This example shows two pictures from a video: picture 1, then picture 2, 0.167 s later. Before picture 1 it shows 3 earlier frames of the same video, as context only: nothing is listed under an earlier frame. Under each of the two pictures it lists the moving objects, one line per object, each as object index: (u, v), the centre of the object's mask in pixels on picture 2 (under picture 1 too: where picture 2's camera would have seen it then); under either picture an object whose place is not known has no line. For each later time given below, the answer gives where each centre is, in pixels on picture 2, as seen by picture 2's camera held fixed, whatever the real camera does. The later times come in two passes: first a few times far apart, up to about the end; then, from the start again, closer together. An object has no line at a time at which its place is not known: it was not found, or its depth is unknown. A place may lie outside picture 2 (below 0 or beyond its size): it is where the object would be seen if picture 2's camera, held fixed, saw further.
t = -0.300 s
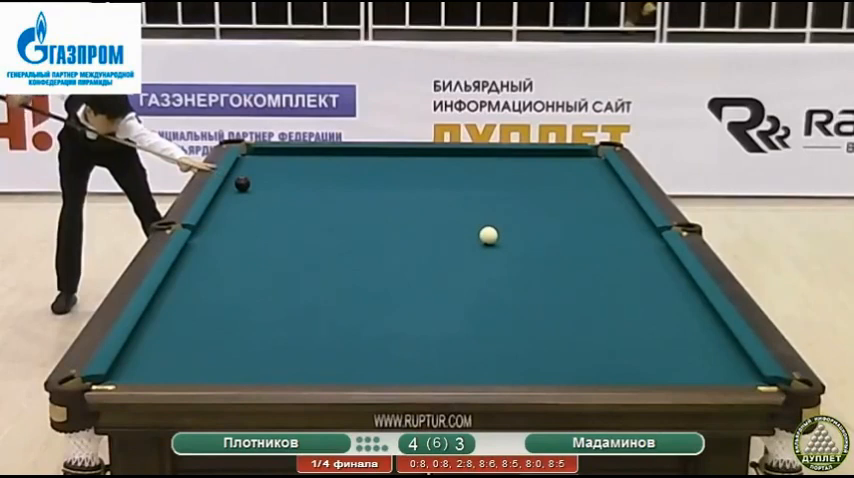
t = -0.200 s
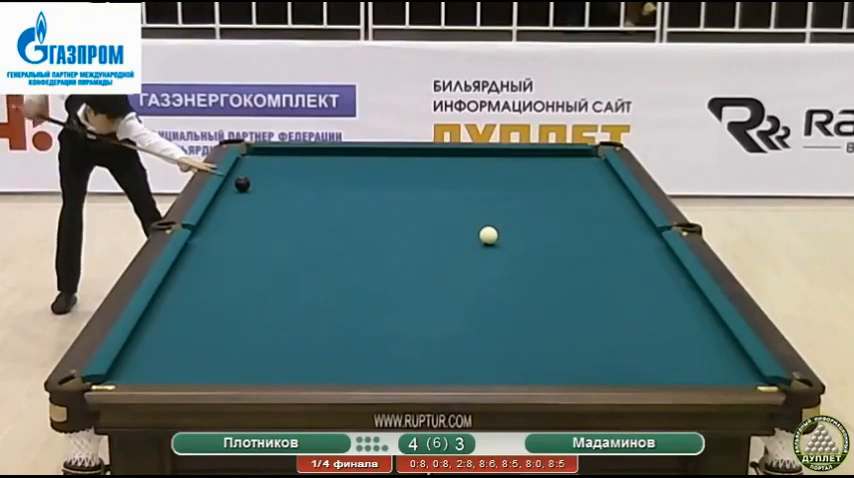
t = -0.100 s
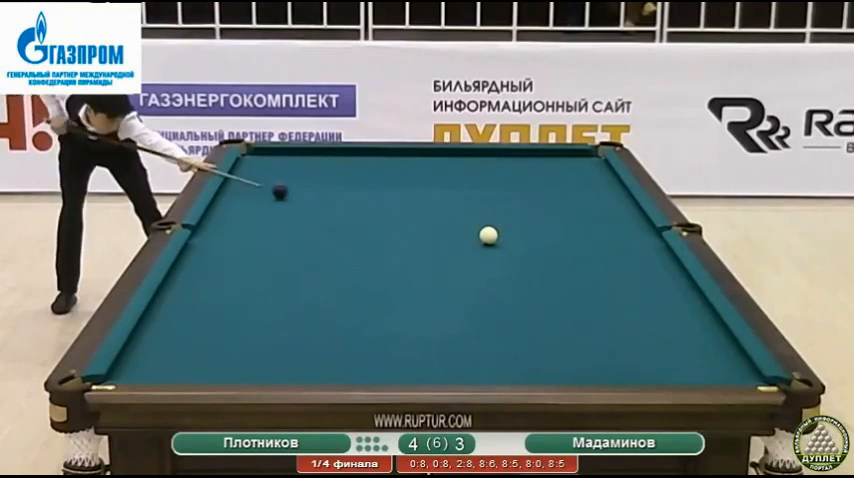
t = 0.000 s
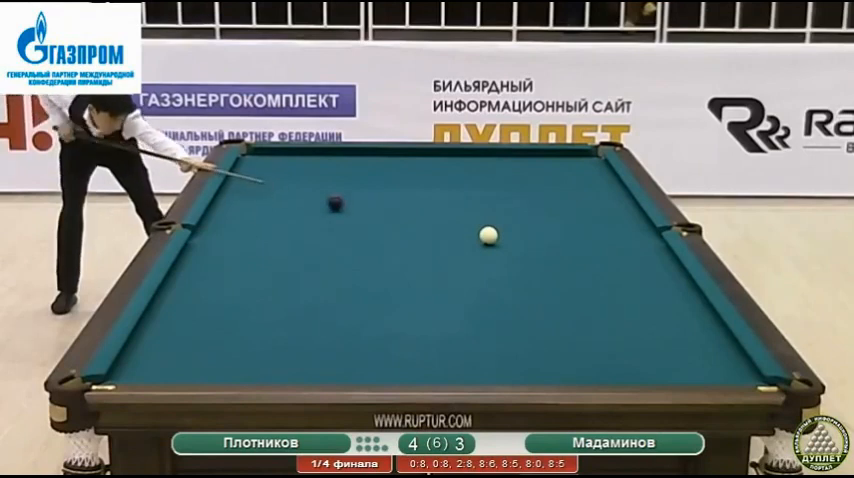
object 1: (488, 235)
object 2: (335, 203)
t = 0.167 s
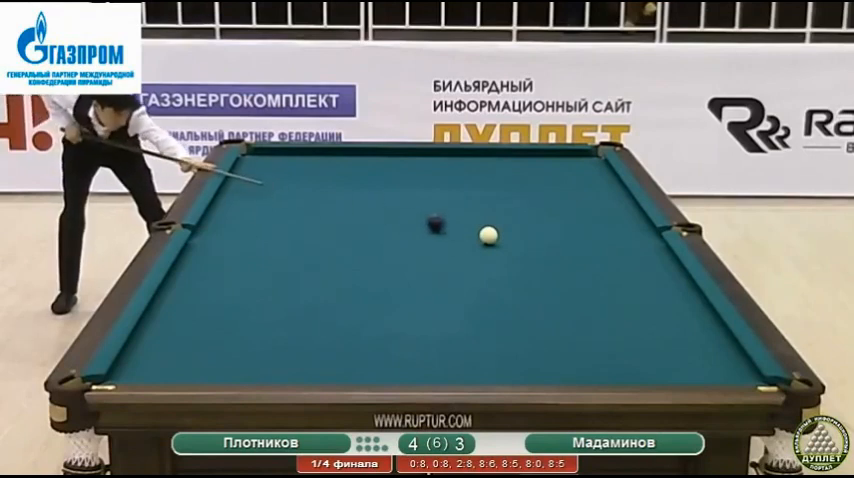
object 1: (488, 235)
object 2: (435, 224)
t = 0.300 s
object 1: (508, 246)
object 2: (504, 230)
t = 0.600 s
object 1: (600, 294)
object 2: (626, 232)
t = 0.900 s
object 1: (694, 343)
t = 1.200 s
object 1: (724, 368)
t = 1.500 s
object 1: (673, 342)
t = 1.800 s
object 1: (629, 318)
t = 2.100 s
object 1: (591, 297)
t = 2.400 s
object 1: (557, 279)
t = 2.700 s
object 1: (527, 262)
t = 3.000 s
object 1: (499, 247)
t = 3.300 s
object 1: (473, 234)
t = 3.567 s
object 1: (453, 223)
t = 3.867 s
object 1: (432, 212)
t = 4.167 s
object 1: (413, 202)
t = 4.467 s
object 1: (396, 193)
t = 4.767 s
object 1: (380, 184)
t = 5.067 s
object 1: (365, 176)
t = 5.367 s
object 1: (352, 170)
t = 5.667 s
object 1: (340, 163)
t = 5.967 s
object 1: (329, 157)
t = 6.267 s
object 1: (319, 151)
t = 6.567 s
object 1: (311, 151)
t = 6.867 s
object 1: (304, 155)
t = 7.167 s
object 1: (297, 157)
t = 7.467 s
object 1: (291, 159)
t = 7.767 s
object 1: (285, 162)
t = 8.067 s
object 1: (281, 164)
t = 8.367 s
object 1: (277, 166)
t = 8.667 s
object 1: (273, 168)
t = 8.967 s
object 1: (271, 169)
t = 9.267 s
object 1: (269, 170)
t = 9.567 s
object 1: (268, 171)
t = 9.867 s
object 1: (267, 172)
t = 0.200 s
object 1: (488, 235)
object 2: (457, 228)
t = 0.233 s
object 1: (488, 235)
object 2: (475, 232)
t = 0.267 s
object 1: (498, 240)
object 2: (490, 229)
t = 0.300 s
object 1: (508, 246)
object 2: (504, 230)
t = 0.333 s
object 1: (518, 251)
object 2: (517, 232)
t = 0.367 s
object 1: (529, 256)
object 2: (529, 231)
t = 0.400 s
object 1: (539, 262)
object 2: (543, 231)
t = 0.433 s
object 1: (550, 268)
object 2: (556, 230)
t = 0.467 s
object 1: (560, 273)
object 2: (569, 230)
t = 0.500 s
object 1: (570, 278)
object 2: (583, 231)
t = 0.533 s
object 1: (580, 284)
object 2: (598, 231)
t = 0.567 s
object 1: (590, 289)
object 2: (611, 231)
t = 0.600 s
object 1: (600, 294)
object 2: (626, 232)
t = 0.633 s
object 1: (610, 299)
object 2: (640, 233)
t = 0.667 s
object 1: (620, 304)
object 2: (655, 232)
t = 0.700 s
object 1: (630, 309)
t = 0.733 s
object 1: (640, 314)
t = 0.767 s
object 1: (650, 320)
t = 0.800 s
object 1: (661, 325)
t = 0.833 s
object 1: (671, 331)
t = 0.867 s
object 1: (682, 337)
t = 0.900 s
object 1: (694, 343)
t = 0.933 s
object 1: (705, 349)
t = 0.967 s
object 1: (717, 355)
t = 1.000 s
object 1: (730, 361)
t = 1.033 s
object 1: (742, 368)
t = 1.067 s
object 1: (747, 372)
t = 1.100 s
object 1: (744, 375)
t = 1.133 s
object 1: (738, 375)
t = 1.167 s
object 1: (731, 372)
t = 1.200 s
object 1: (724, 368)
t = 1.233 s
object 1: (717, 366)
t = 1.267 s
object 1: (711, 362)
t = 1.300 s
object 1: (705, 359)
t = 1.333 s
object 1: (699, 356)
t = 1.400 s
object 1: (689, 350)
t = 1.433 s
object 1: (683, 347)
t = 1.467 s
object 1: (678, 345)
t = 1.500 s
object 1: (673, 342)
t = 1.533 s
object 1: (668, 339)
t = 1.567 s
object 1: (663, 336)
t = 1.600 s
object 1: (658, 334)
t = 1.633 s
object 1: (653, 331)
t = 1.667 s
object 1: (648, 328)
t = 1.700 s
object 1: (644, 326)
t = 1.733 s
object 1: (639, 323)
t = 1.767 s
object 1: (635, 321)
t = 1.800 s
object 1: (629, 318)
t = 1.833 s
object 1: (625, 316)
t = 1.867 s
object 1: (621, 313)
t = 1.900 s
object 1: (616, 311)
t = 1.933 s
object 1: (612, 309)
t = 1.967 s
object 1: (608, 306)
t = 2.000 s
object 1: (604, 304)
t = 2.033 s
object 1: (599, 301)
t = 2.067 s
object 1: (595, 299)
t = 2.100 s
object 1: (591, 297)
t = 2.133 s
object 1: (588, 295)
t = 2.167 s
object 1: (584, 293)
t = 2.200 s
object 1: (580, 291)
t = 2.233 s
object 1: (576, 289)
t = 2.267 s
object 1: (572, 287)
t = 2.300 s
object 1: (568, 285)
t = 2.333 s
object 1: (564, 283)
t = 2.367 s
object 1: (561, 281)
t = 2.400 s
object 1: (557, 279)
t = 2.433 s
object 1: (554, 277)
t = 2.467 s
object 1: (550, 275)
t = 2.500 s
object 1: (547, 273)
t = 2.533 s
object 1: (543, 271)
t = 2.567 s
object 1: (540, 269)
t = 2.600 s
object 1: (536, 268)
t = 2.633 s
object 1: (533, 266)
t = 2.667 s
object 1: (530, 264)
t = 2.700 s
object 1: (527, 262)
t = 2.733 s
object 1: (523, 260)
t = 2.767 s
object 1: (520, 259)
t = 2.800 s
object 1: (517, 257)
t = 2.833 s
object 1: (514, 255)
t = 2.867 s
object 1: (511, 254)
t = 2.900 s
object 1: (508, 252)
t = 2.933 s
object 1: (505, 250)
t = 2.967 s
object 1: (502, 249)
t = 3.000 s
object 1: (499, 247)
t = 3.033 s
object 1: (496, 246)
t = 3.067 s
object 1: (493, 244)
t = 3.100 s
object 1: (490, 243)
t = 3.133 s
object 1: (487, 241)
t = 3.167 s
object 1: (485, 240)
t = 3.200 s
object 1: (482, 239)
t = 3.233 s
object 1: (479, 237)
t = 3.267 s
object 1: (476, 236)
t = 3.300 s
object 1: (473, 234)
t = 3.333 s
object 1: (471, 233)
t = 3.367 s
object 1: (468, 231)
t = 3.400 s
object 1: (466, 230)
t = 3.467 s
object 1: (461, 227)
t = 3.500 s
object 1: (458, 226)
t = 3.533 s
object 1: (456, 224)
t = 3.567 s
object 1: (453, 223)
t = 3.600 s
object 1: (451, 222)
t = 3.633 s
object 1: (448, 221)
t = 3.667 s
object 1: (446, 219)
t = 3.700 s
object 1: (444, 218)
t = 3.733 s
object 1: (441, 217)
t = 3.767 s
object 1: (439, 216)
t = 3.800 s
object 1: (437, 215)
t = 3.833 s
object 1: (434, 213)
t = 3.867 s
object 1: (432, 212)
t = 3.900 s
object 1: (430, 211)
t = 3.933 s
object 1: (428, 210)
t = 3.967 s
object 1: (426, 208)
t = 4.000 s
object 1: (424, 208)
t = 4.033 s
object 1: (421, 206)
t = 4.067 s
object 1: (419, 205)
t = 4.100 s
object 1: (417, 204)
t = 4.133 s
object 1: (415, 203)
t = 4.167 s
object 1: (413, 202)
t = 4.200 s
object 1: (411, 201)
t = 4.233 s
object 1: (409, 200)
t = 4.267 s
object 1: (407, 199)
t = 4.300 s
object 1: (405, 198)
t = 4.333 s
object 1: (403, 197)
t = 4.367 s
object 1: (401, 196)
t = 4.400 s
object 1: (399, 195)
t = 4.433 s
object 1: (397, 194)
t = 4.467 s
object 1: (396, 193)
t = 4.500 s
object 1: (394, 192)
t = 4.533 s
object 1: (392, 191)
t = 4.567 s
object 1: (390, 190)
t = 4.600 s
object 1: (388, 189)
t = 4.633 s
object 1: (387, 188)
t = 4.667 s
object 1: (385, 187)
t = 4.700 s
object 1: (383, 186)
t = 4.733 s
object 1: (381, 185)
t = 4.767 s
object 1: (380, 184)
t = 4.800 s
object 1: (378, 183)
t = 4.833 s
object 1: (377, 182)
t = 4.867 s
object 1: (375, 181)
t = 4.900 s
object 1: (373, 181)
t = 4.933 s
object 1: (372, 180)
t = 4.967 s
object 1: (370, 179)
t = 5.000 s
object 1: (369, 178)
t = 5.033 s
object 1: (367, 177)
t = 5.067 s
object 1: (365, 176)
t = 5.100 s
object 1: (364, 176)
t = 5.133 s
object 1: (363, 175)
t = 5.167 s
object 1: (361, 174)
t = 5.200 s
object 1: (359, 173)
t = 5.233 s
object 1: (358, 172)
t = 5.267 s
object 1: (356, 172)
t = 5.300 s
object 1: (355, 171)
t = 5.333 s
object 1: (353, 170)
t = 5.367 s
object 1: (352, 170)
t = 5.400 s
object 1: (351, 169)
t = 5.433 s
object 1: (350, 168)
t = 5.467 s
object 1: (348, 167)
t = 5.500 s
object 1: (347, 166)
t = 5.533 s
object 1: (346, 166)
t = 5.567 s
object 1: (344, 165)
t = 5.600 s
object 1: (343, 164)
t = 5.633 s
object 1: (341, 164)
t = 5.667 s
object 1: (340, 163)
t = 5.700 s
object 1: (339, 162)
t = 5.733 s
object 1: (338, 161)
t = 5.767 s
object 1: (336, 161)
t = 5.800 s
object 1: (335, 160)
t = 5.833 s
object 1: (334, 159)
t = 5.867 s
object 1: (333, 159)
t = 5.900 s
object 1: (331, 158)
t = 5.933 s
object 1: (330, 158)
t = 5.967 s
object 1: (329, 157)
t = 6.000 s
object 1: (328, 156)
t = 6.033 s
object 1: (327, 156)
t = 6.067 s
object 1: (326, 155)
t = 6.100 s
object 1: (325, 154)
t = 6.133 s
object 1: (323, 154)
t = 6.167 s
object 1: (322, 153)
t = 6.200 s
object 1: (321, 153)
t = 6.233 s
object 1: (320, 152)
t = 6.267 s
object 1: (319, 151)
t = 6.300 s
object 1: (318, 151)
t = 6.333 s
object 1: (317, 150)
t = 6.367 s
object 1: (316, 150)
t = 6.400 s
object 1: (315, 150)
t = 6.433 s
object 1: (314, 150)
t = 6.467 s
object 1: (313, 151)
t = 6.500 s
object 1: (312, 151)
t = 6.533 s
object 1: (311, 151)
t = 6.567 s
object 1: (311, 151)
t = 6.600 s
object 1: (310, 152)
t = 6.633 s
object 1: (309, 152)
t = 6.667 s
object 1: (308, 153)
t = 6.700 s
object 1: (307, 153)
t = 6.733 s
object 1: (307, 153)
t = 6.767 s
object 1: (306, 153)
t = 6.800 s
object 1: (305, 154)
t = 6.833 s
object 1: (304, 154)
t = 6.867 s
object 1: (304, 155)
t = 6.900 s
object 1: (303, 155)
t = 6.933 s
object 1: (302, 155)
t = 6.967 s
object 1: (301, 155)
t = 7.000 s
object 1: (300, 156)
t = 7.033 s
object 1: (300, 156)
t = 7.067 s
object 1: (299, 156)
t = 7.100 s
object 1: (298, 156)
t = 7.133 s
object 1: (298, 157)
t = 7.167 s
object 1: (297, 157)
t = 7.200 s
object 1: (296, 157)
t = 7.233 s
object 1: (296, 158)
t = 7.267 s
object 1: (295, 158)
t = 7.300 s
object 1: (294, 158)
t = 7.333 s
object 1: (294, 159)
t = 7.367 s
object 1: (293, 159)
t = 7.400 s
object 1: (292, 159)
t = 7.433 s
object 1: (292, 159)
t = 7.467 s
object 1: (291, 159)
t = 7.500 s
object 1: (290, 160)
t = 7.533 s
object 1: (290, 160)
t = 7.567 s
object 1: (289, 160)
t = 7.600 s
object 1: (288, 161)
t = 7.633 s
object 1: (288, 161)
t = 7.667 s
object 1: (287, 161)
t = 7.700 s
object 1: (287, 161)
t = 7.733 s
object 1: (286, 162)
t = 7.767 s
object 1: (285, 162)
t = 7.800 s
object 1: (285, 162)
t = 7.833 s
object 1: (284, 163)
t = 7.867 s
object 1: (284, 163)
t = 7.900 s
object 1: (283, 163)
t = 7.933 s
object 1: (282, 163)
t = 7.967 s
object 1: (282, 163)
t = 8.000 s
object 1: (282, 163)
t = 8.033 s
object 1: (281, 164)
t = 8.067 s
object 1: (281, 164)
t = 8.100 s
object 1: (280, 164)
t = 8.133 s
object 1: (280, 165)
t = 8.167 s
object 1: (279, 165)
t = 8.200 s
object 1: (279, 165)
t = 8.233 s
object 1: (278, 165)
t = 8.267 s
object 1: (278, 165)
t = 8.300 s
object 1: (277, 166)
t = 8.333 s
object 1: (277, 166)
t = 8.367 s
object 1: (277, 166)
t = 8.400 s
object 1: (276, 166)
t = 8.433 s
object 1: (276, 166)
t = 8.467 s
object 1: (275, 166)
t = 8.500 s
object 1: (275, 167)
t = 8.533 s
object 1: (274, 167)
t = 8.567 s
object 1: (274, 167)
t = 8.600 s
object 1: (274, 167)
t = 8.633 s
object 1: (274, 168)
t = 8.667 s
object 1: (273, 168)
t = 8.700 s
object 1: (273, 168)
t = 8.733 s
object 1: (273, 168)
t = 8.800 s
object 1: (272, 168)
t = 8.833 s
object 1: (272, 169)
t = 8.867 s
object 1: (272, 169)
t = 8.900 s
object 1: (271, 169)
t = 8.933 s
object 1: (271, 169)
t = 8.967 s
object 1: (271, 169)
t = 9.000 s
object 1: (270, 169)
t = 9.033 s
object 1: (270, 169)
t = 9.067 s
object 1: (270, 170)
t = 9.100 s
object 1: (270, 170)
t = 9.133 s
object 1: (270, 170)
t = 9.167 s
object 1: (269, 170)
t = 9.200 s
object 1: (269, 170)
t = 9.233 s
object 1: (269, 170)
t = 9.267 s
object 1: (269, 170)
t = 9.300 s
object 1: (269, 170)
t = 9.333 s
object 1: (269, 171)
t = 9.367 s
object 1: (268, 171)
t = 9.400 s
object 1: (268, 171)
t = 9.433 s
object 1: (268, 171)
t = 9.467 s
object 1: (268, 171)
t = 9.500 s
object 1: (268, 171)
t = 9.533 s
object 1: (268, 171)
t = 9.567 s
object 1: (268, 171)
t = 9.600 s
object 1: (268, 172)
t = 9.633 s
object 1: (268, 171)
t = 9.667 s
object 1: (268, 172)
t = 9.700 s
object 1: (268, 172)
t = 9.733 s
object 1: (268, 172)
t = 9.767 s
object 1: (268, 172)
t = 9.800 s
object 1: (268, 172)
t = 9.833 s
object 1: (268, 172)
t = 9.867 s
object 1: (267, 172)
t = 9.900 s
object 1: (267, 172)
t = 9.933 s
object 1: (267, 172)
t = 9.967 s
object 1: (267, 172)
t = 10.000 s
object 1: (267, 172)
